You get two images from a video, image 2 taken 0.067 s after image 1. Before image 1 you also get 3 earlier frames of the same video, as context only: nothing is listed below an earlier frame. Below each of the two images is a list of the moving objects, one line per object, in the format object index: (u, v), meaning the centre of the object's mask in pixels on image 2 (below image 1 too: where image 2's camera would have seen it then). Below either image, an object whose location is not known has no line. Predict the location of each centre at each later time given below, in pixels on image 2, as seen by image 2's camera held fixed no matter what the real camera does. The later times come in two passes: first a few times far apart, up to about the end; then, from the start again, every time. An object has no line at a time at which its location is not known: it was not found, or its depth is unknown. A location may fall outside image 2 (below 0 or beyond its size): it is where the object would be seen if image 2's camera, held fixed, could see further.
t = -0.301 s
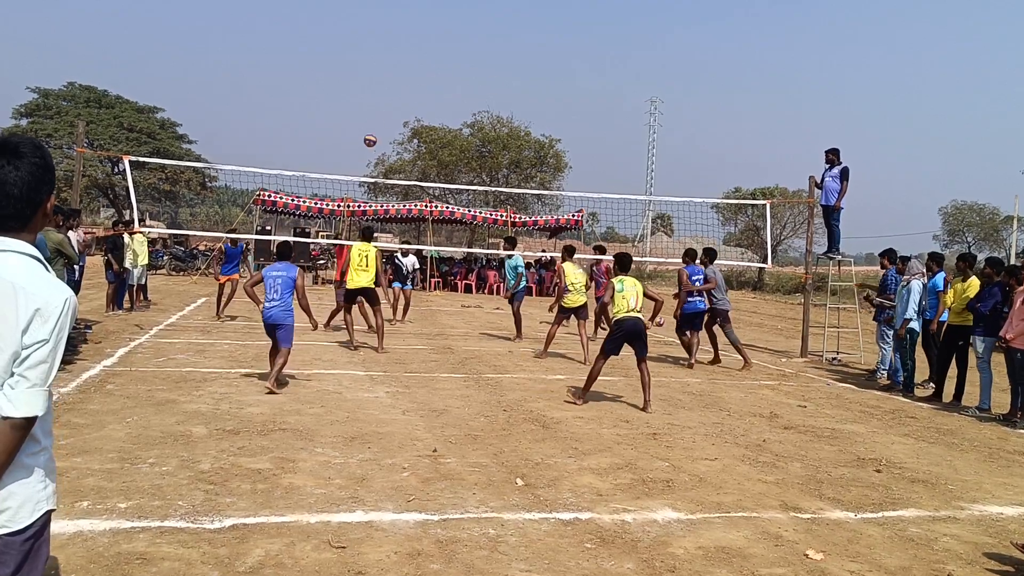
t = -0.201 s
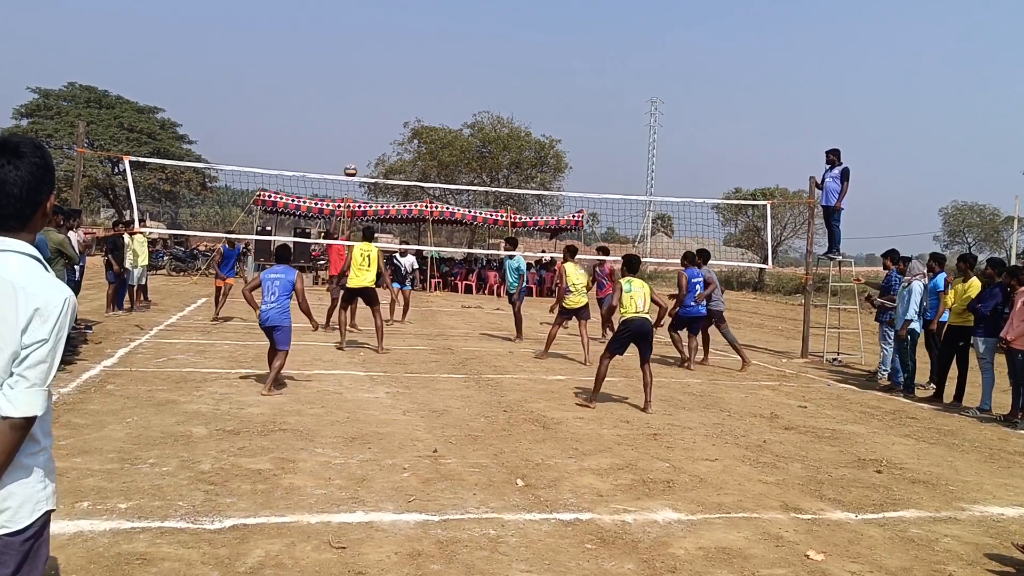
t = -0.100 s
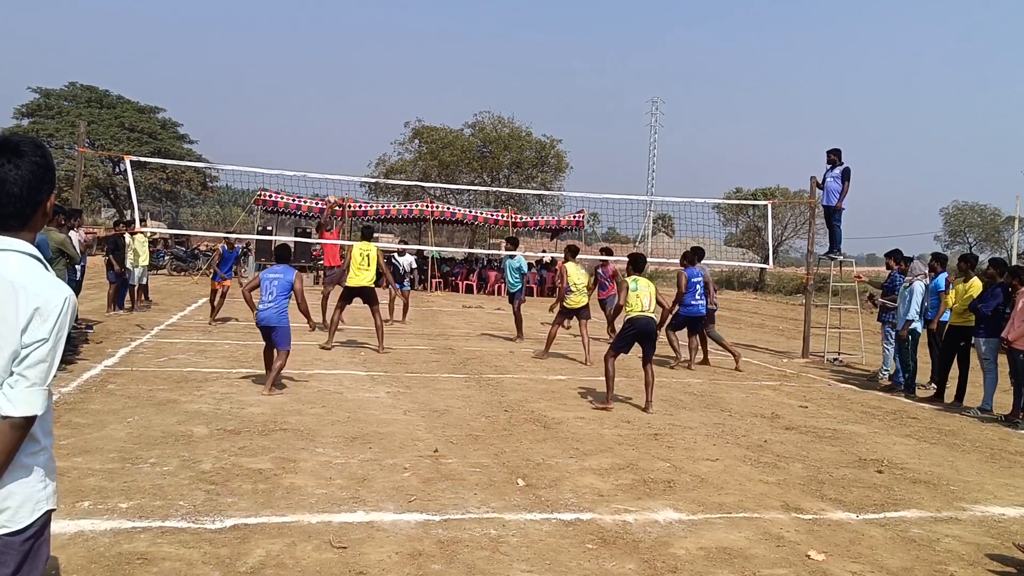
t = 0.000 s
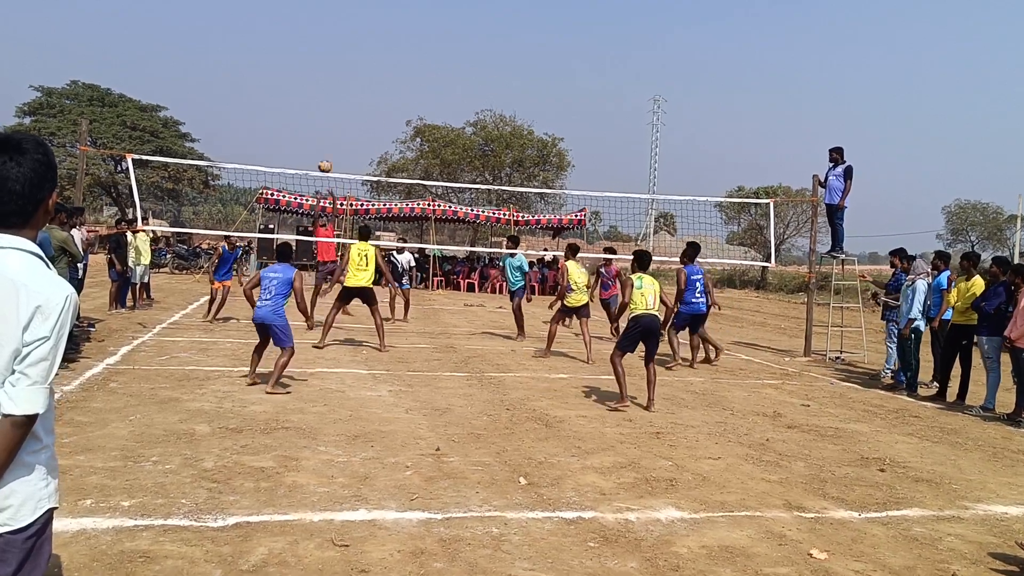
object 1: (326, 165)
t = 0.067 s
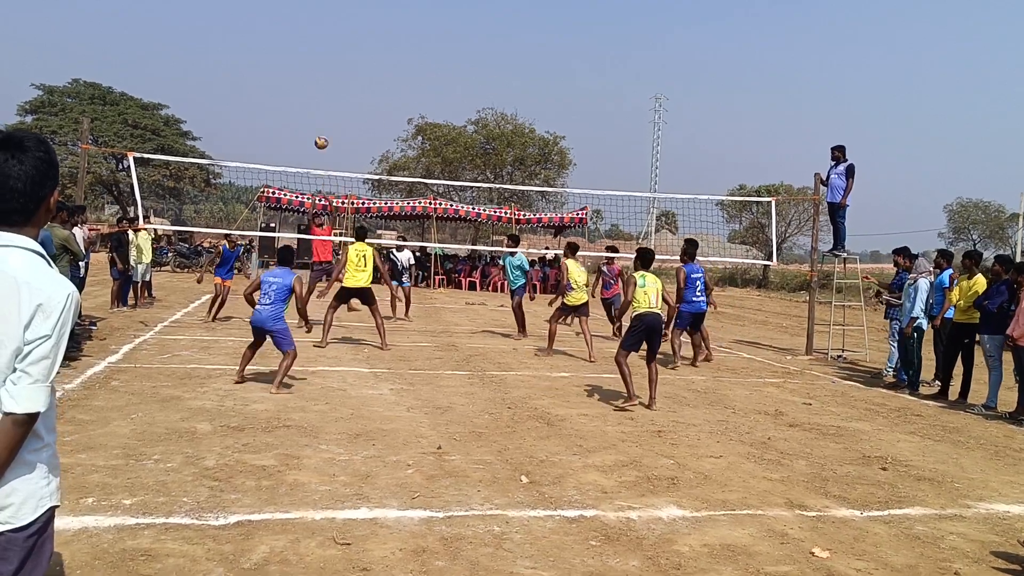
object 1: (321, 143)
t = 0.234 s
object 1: (308, 98)
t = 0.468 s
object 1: (287, 62)
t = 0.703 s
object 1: (264, 60)
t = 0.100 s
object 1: (319, 132)
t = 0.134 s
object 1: (316, 123)
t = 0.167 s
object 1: (314, 114)
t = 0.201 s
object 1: (311, 105)
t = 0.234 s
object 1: (308, 98)
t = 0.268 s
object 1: (305, 91)
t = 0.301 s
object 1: (302, 84)
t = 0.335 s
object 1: (299, 78)
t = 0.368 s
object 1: (296, 73)
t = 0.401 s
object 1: (293, 69)
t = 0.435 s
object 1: (290, 65)
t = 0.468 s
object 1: (287, 62)
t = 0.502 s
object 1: (284, 60)
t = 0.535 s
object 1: (280, 58)
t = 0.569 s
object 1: (277, 57)
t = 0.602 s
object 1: (274, 56)
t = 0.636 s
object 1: (271, 57)
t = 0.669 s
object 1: (267, 58)
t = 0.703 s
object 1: (264, 60)
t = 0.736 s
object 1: (261, 62)
